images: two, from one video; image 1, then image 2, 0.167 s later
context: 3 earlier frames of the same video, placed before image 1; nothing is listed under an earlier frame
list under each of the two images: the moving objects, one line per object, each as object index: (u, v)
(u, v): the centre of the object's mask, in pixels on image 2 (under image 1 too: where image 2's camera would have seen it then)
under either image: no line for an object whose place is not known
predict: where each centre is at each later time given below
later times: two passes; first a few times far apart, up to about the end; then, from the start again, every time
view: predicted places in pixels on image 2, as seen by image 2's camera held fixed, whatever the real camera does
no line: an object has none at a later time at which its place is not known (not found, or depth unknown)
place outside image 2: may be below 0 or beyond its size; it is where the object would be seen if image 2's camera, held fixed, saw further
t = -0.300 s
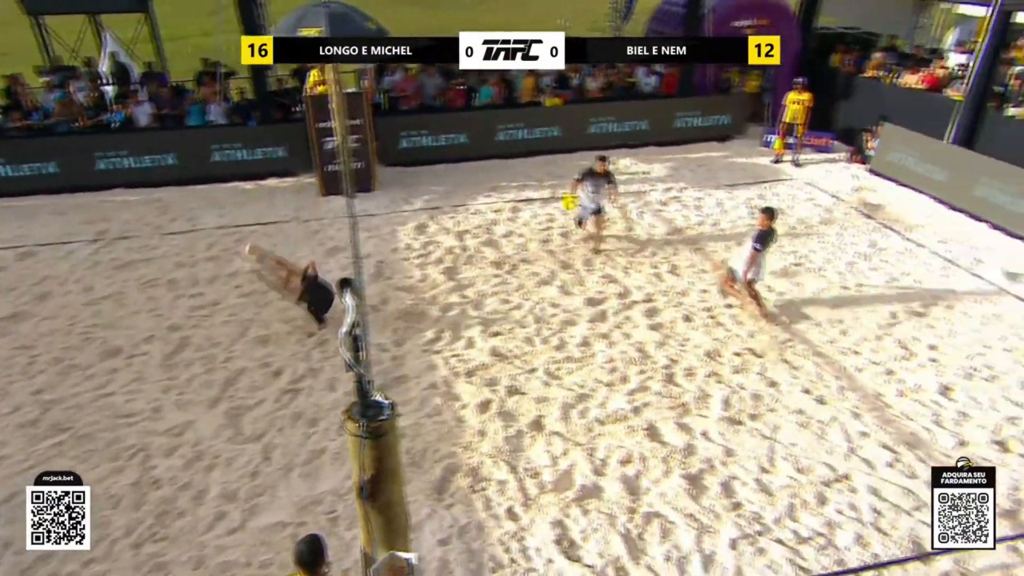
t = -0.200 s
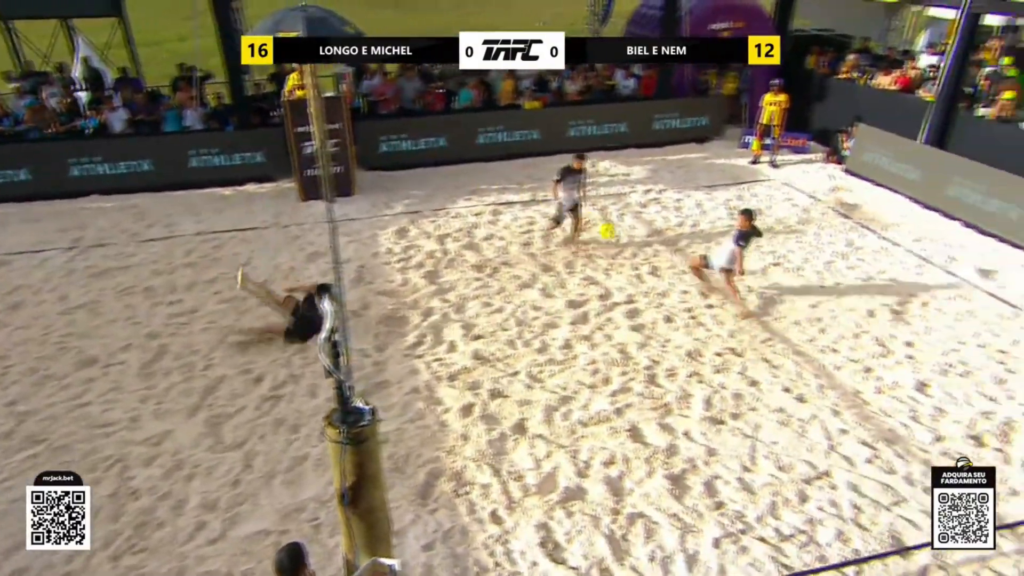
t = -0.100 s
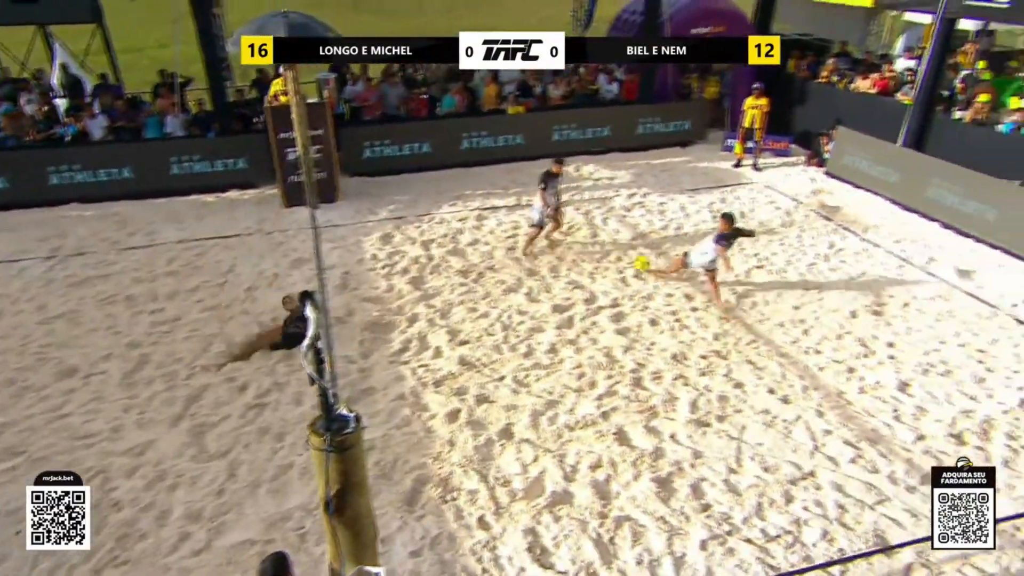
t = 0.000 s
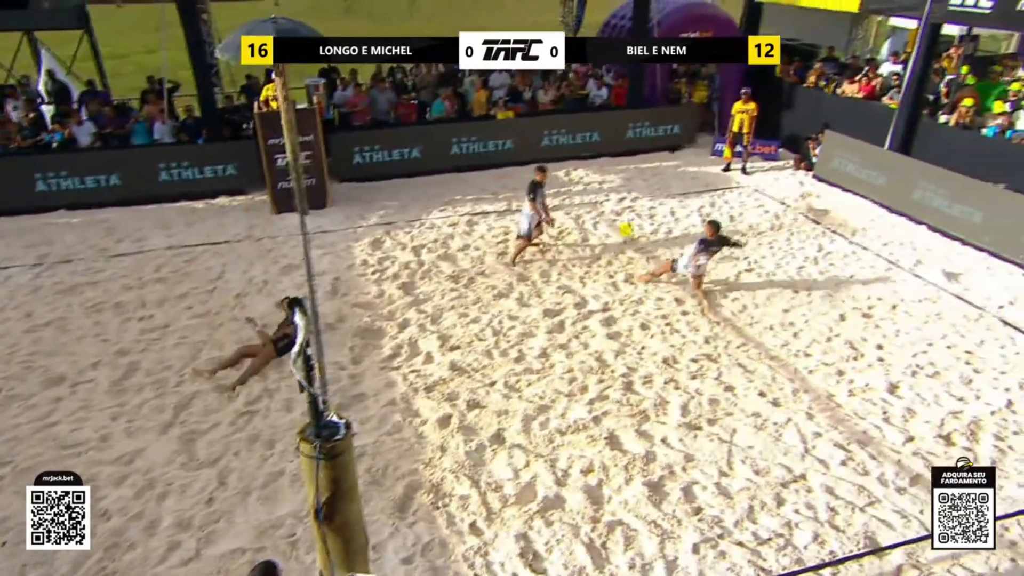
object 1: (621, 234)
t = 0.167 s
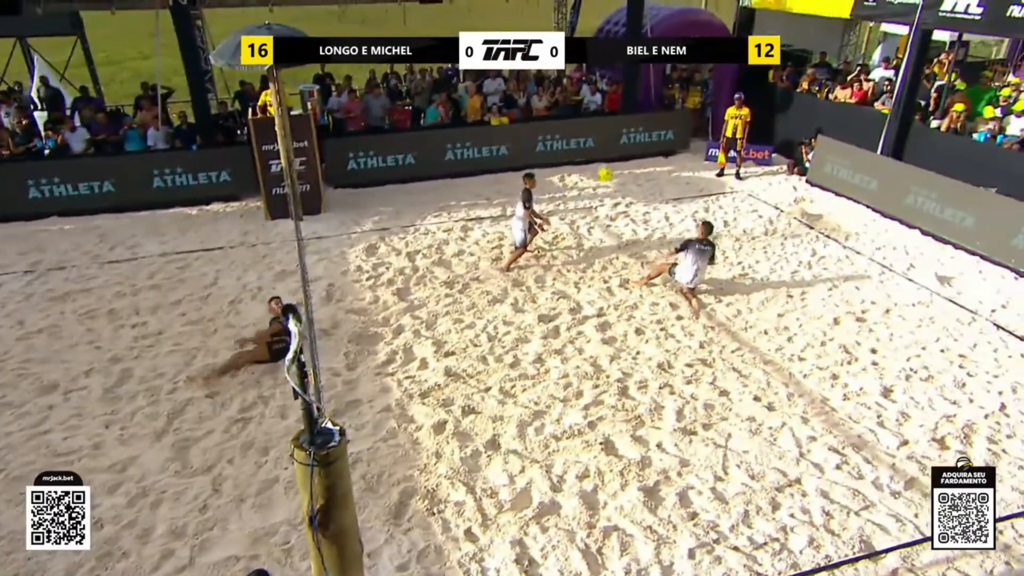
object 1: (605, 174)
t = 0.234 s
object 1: (599, 156)
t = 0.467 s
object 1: (579, 118)
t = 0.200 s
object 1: (602, 164)
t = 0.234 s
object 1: (599, 156)
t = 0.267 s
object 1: (596, 148)
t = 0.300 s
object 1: (593, 141)
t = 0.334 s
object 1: (590, 135)
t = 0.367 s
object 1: (587, 130)
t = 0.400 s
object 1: (584, 125)
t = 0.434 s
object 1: (581, 121)
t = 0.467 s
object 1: (579, 118)
